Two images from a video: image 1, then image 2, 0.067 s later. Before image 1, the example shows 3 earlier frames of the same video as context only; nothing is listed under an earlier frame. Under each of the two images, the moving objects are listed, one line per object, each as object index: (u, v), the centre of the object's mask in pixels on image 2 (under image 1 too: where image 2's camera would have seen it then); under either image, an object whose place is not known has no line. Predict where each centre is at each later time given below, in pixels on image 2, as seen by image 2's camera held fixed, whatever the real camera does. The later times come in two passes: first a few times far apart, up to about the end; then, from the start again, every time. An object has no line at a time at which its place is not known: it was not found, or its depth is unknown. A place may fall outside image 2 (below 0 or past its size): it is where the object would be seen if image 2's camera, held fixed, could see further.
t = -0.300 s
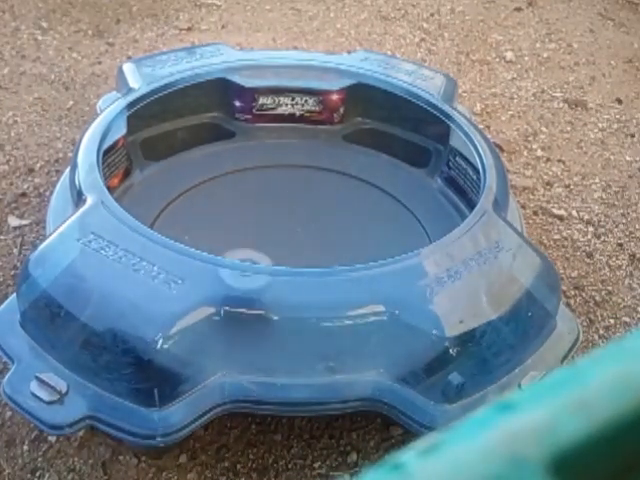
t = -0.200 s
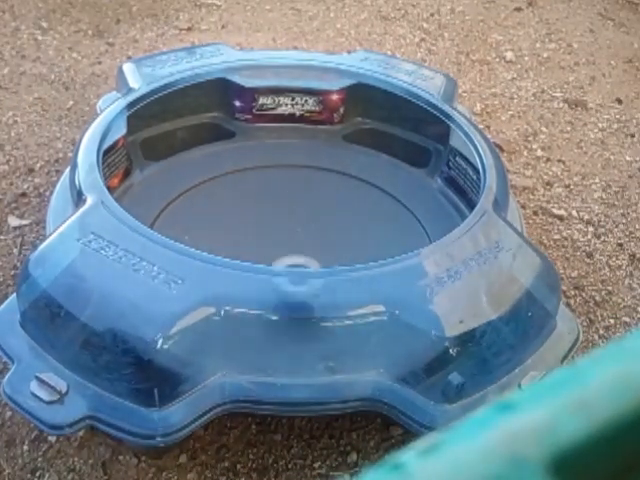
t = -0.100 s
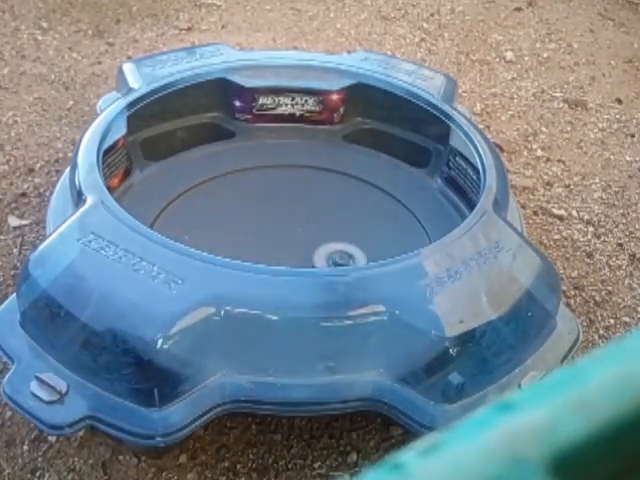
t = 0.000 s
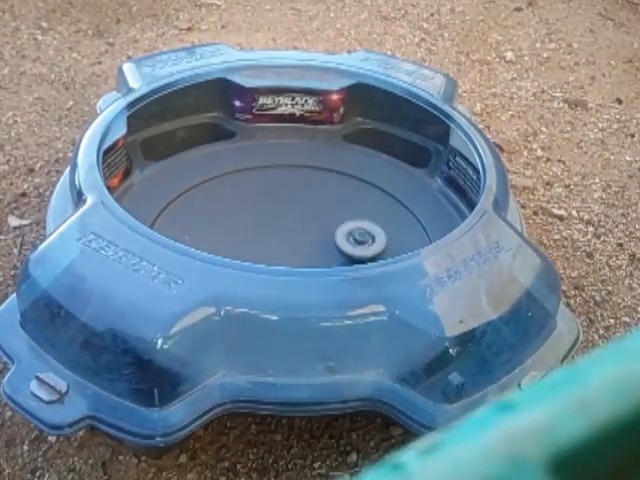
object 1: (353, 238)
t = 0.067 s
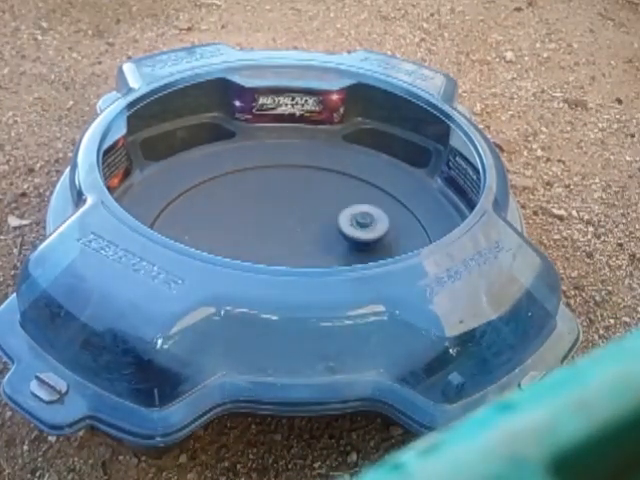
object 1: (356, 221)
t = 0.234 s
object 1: (330, 190)
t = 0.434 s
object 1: (270, 203)
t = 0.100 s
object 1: (354, 214)
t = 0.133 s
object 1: (351, 206)
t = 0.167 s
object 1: (346, 199)
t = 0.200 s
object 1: (339, 194)
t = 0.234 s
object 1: (330, 190)
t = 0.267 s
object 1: (321, 188)
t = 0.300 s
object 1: (310, 187)
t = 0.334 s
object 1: (299, 189)
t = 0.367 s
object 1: (288, 192)
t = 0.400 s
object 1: (278, 197)
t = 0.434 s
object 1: (270, 203)
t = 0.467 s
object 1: (262, 211)
